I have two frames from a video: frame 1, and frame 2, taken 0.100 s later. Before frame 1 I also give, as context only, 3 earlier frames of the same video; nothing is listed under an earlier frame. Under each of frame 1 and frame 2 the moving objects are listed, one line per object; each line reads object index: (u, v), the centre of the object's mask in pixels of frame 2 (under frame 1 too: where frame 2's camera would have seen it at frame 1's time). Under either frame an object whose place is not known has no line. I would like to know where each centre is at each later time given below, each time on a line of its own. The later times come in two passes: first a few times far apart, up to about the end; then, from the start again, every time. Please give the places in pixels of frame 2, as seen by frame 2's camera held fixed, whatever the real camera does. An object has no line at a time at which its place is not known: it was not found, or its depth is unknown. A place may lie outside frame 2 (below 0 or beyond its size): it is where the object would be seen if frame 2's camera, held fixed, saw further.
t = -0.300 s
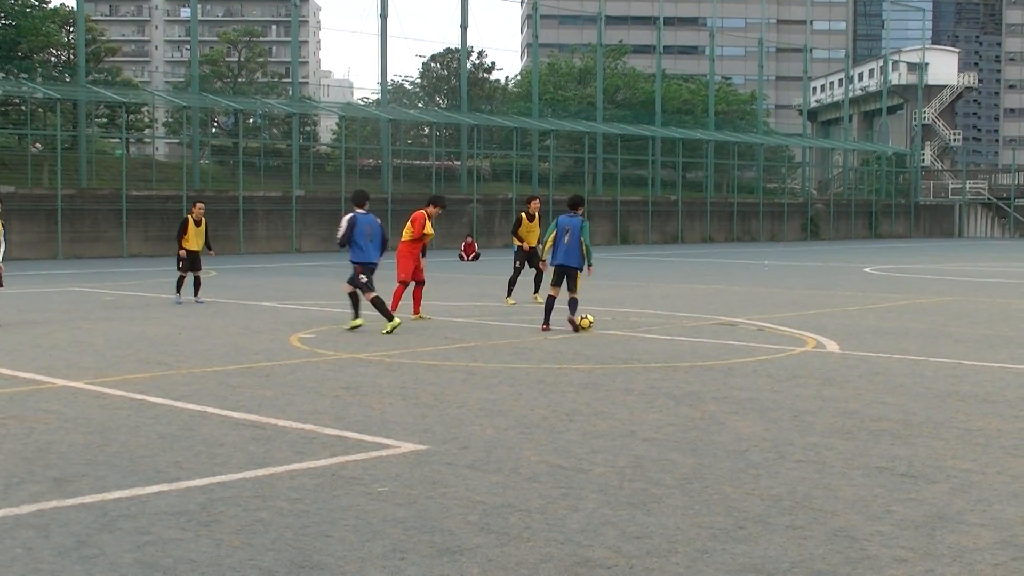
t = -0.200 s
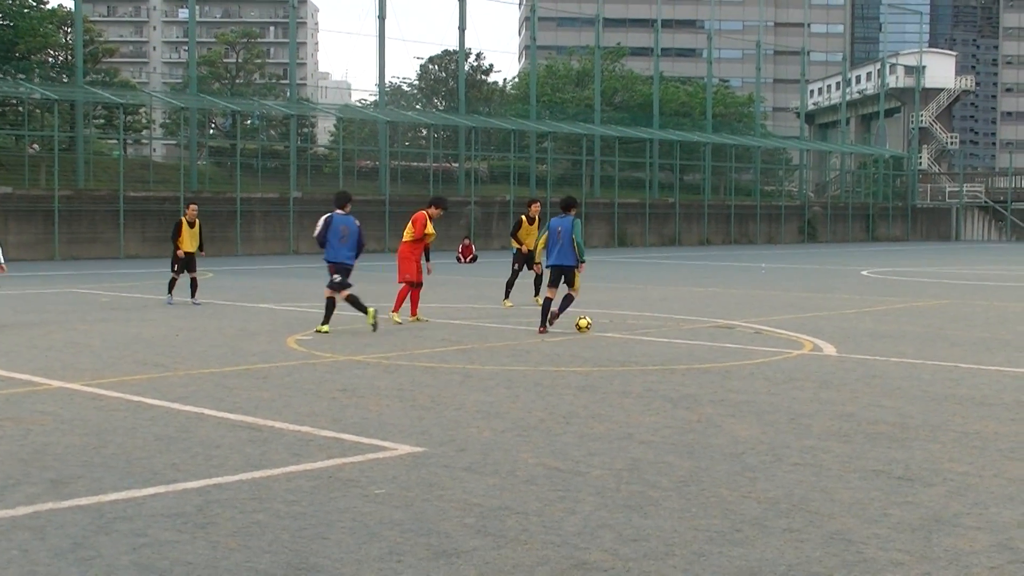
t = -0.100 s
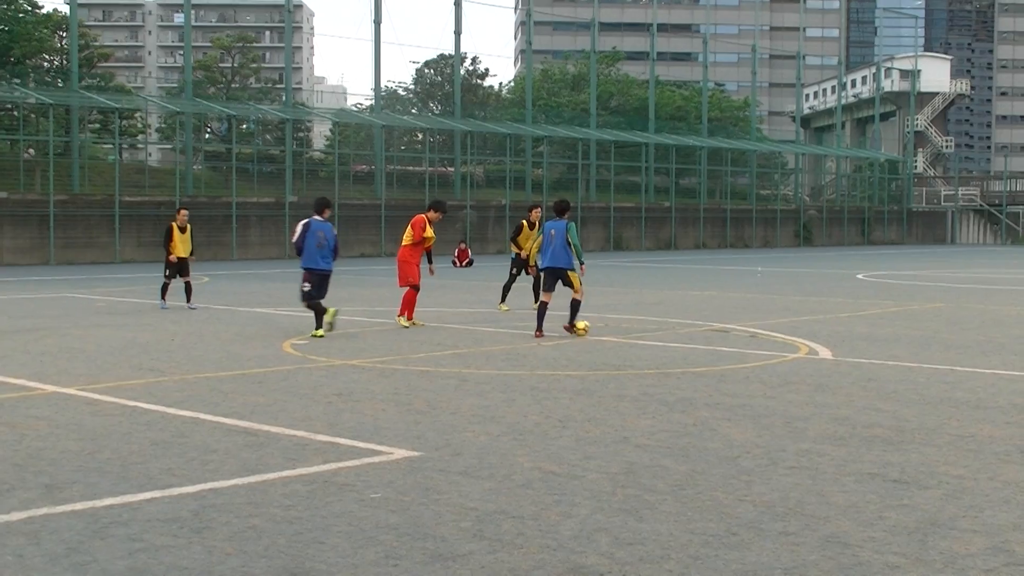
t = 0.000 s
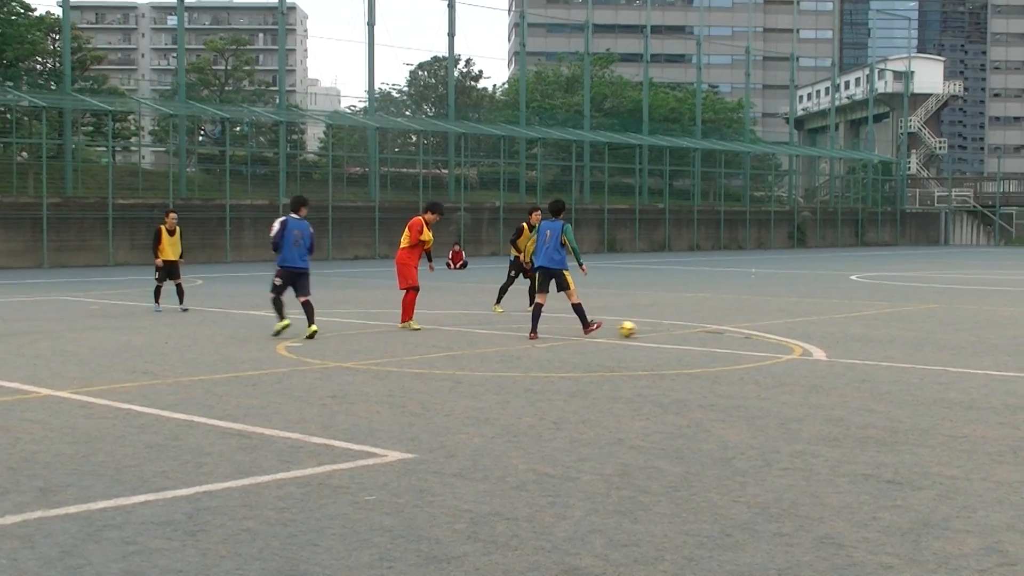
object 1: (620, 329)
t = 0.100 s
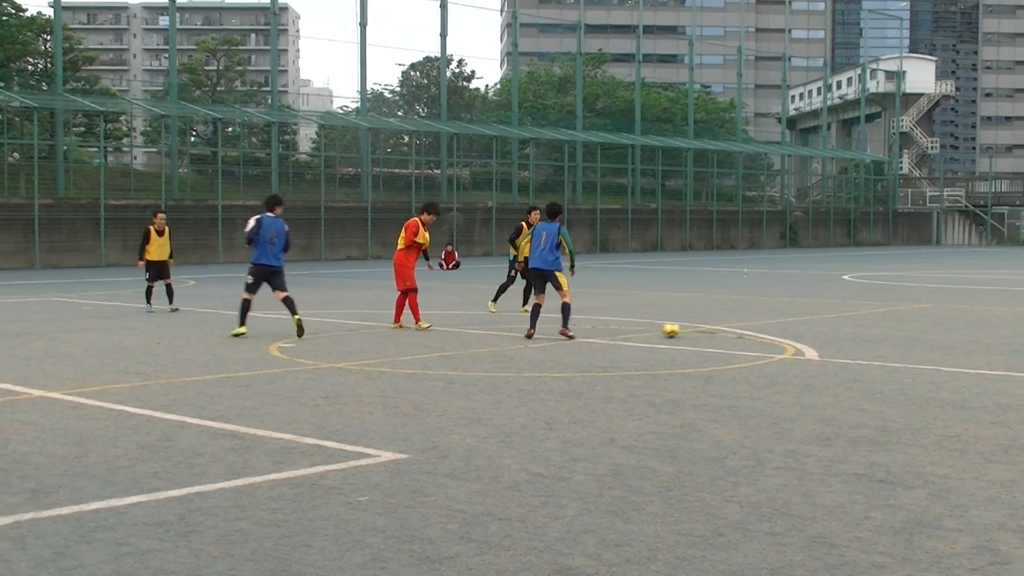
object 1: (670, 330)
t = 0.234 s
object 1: (730, 329)
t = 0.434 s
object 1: (806, 329)
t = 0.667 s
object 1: (881, 329)
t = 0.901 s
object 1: (952, 328)
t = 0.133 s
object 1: (686, 329)
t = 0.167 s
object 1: (701, 330)
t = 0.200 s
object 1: (716, 329)
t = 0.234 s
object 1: (730, 329)
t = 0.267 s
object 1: (744, 329)
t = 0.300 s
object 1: (757, 329)
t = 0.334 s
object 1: (770, 329)
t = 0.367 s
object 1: (783, 330)
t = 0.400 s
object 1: (795, 329)
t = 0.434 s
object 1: (806, 329)
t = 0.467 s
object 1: (817, 329)
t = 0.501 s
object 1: (829, 329)
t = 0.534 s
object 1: (839, 329)
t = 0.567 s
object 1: (850, 329)
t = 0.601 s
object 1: (860, 329)
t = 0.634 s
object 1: (871, 328)
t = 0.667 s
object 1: (881, 329)
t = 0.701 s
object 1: (892, 328)
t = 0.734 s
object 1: (902, 328)
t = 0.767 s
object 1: (913, 328)
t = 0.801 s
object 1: (922, 328)
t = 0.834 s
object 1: (932, 328)
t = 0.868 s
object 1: (943, 328)
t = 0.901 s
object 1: (952, 328)
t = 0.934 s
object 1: (962, 328)
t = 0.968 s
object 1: (972, 328)
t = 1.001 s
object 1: (982, 328)
